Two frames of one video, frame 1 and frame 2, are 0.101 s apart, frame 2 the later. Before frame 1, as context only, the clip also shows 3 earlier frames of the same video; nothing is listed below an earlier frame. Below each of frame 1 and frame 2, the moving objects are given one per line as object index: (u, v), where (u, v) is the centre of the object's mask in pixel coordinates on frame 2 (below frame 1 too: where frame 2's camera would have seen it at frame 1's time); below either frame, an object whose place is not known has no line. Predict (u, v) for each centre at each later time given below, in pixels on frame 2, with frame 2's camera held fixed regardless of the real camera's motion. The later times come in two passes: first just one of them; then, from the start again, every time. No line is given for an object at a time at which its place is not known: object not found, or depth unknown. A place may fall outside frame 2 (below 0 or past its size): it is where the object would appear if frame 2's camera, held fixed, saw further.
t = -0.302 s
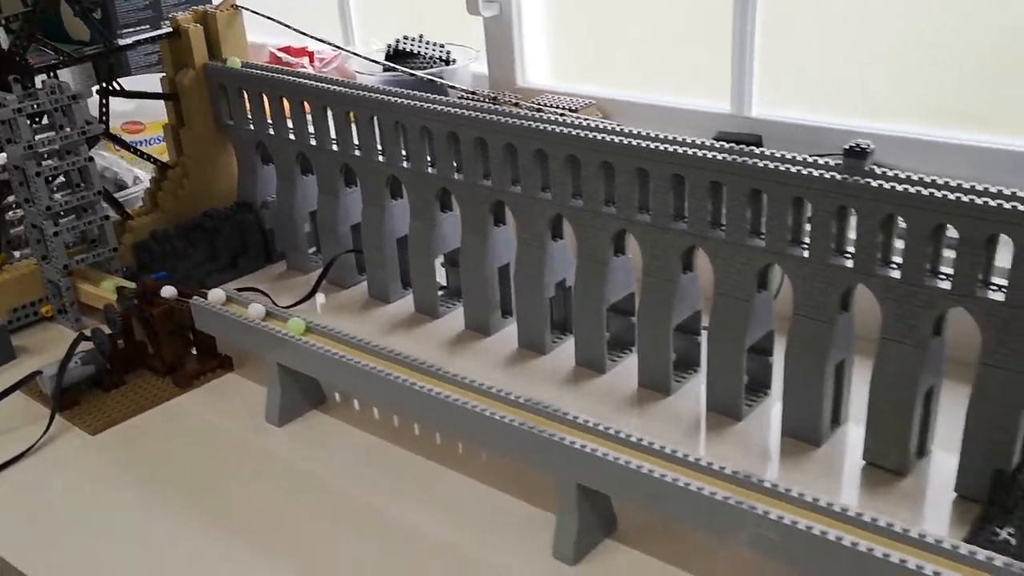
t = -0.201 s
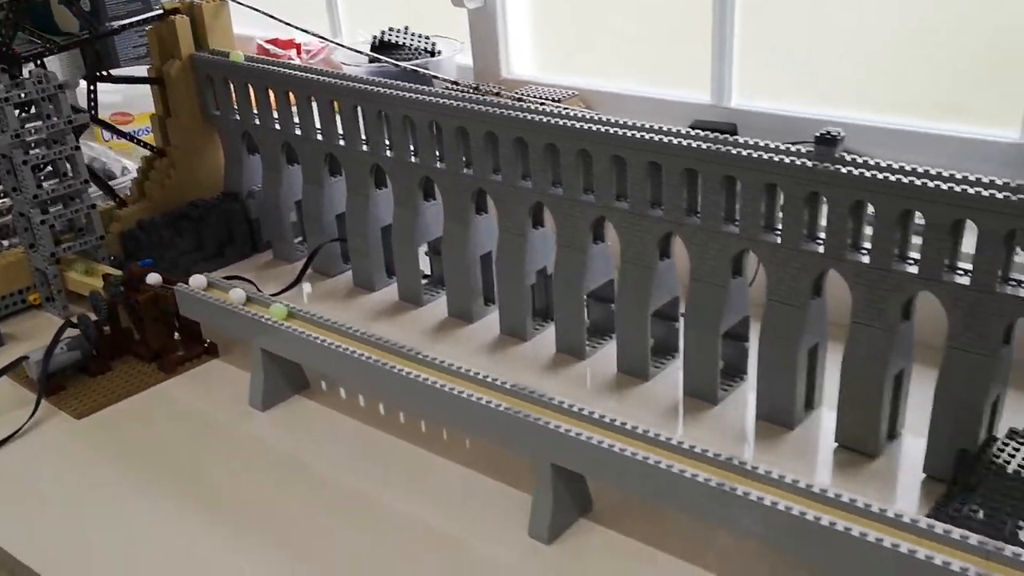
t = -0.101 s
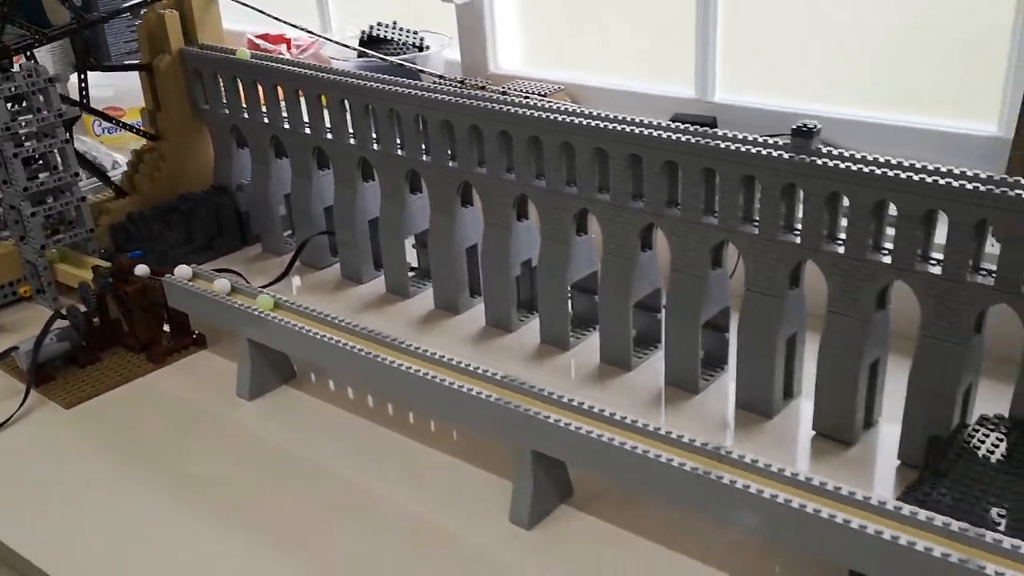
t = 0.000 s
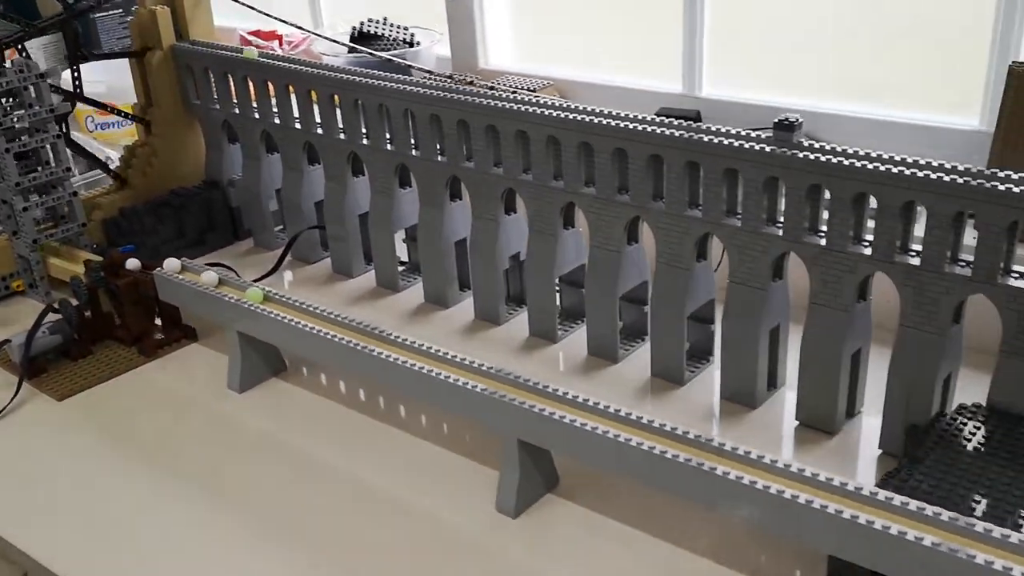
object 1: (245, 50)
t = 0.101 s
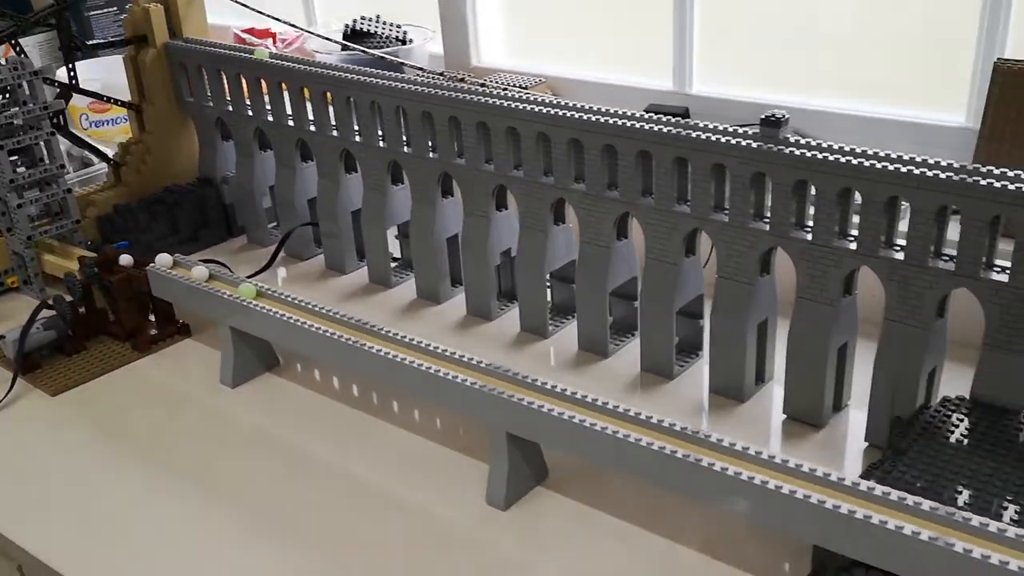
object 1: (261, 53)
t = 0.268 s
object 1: (292, 58)
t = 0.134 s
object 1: (268, 54)
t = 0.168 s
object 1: (274, 55)
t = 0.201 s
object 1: (281, 56)
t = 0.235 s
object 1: (286, 56)
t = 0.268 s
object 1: (292, 58)
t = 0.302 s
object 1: (299, 60)
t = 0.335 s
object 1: (304, 62)
